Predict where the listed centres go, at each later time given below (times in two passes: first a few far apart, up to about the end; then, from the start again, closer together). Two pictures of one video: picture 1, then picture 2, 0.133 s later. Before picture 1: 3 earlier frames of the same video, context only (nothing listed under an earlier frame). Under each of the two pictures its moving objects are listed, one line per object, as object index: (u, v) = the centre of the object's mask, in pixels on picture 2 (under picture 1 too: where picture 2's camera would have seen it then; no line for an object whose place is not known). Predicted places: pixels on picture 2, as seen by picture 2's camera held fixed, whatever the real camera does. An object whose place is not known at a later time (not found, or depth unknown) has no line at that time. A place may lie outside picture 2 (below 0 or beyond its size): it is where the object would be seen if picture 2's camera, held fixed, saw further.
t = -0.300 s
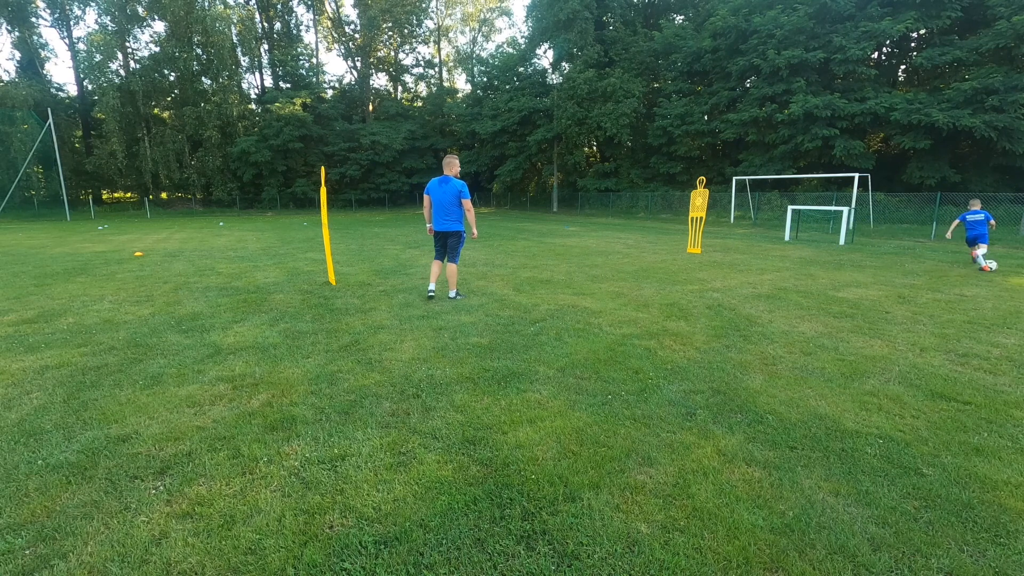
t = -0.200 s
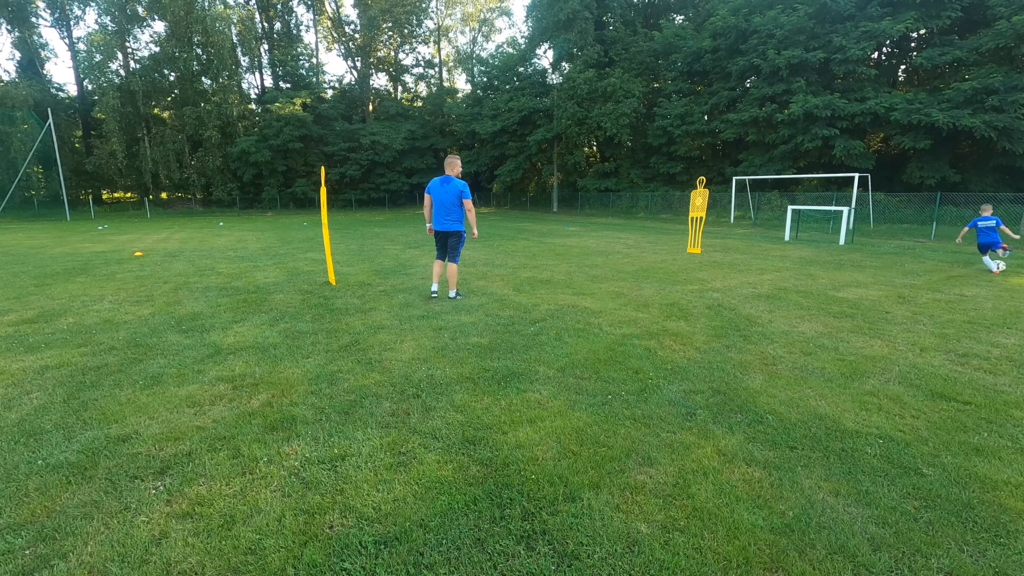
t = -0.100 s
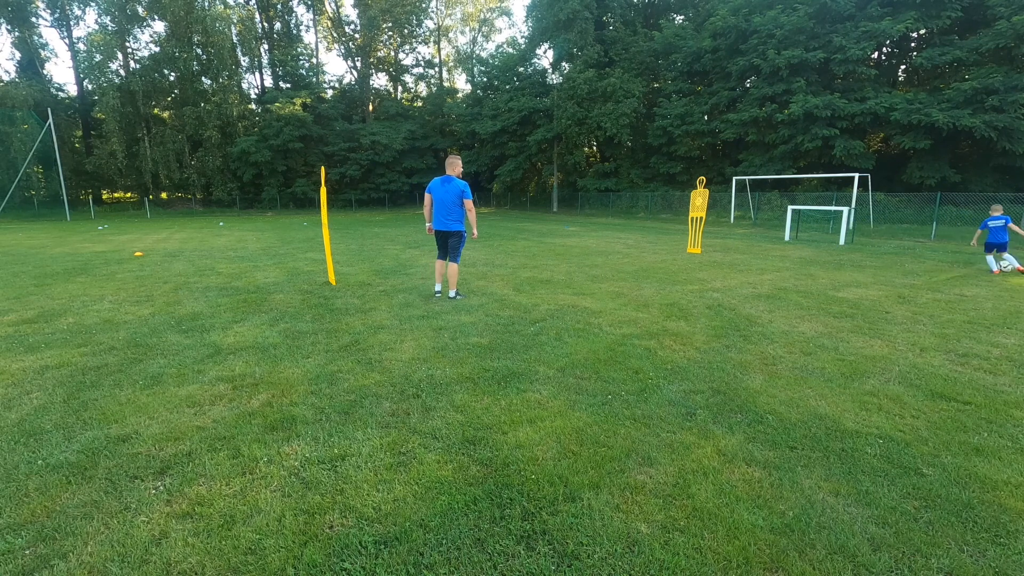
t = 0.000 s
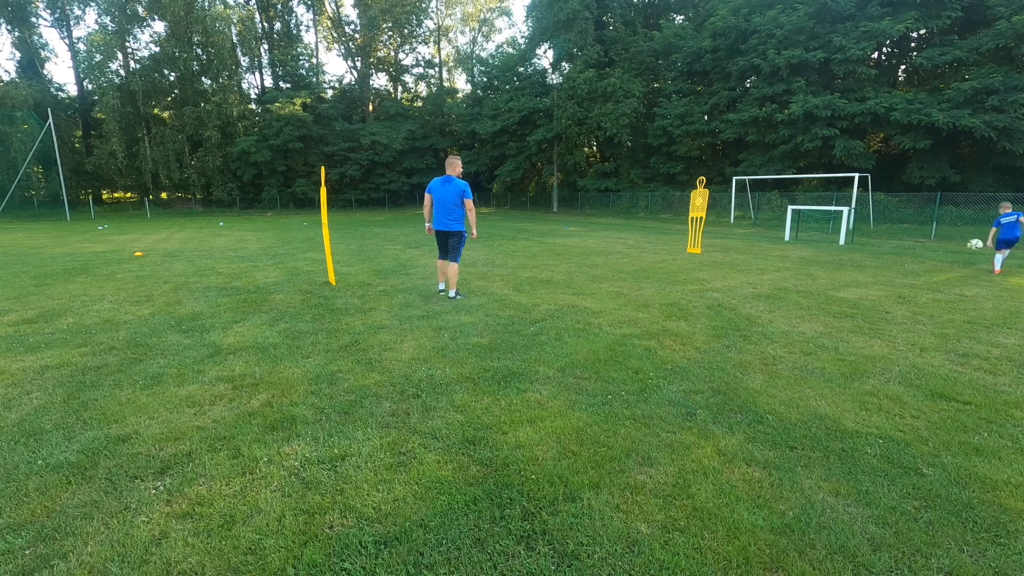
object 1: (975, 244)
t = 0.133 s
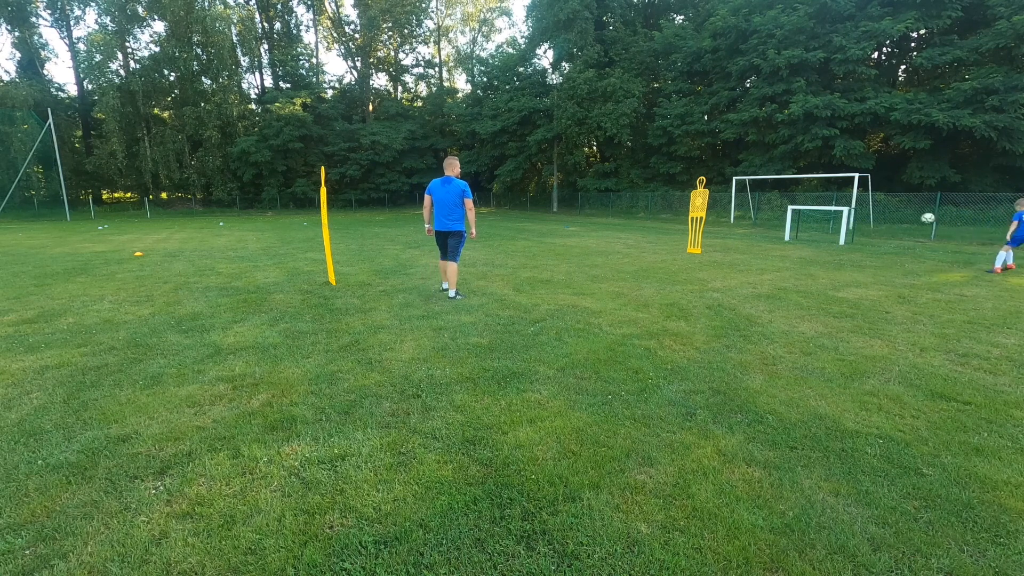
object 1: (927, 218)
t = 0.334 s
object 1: (873, 200)
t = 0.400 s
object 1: (859, 199)
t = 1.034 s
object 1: (773, 217)
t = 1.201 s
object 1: (768, 207)
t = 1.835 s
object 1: (742, 224)
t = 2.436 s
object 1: (715, 222)
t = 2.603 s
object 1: (710, 218)
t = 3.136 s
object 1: (693, 222)
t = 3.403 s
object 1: (684, 223)
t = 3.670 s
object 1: (677, 222)
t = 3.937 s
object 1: (670, 222)
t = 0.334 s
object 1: (873, 200)
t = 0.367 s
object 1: (865, 199)
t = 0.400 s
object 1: (859, 199)
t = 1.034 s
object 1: (773, 217)
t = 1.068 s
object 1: (772, 214)
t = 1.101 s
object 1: (771, 212)
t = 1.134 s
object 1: (770, 210)
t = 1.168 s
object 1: (769, 208)
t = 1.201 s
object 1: (768, 207)
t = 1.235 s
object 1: (767, 205)
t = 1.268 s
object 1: (766, 204)
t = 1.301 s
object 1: (765, 204)
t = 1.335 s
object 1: (763, 204)
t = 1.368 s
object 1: (762, 204)
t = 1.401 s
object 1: (761, 204)
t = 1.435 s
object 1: (760, 205)
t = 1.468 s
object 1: (758, 206)
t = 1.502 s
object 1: (757, 207)
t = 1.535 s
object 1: (756, 208)
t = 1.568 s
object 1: (754, 210)
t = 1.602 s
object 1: (753, 212)
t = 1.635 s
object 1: (751, 214)
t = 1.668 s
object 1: (750, 217)
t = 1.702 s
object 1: (749, 219)
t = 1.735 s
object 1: (747, 223)
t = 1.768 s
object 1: (745, 226)
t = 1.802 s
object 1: (744, 226)
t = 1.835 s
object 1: (742, 224)
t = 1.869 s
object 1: (741, 222)
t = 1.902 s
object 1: (739, 220)
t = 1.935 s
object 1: (738, 219)
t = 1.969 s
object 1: (736, 218)
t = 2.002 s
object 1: (735, 217)
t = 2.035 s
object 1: (733, 217)
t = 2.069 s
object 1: (731, 216)
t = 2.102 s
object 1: (729, 217)
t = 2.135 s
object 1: (727, 217)
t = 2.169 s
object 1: (726, 218)
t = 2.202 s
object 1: (724, 219)
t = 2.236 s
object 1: (723, 220)
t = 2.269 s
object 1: (721, 221)
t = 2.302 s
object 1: (719, 223)
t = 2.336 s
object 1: (717, 225)
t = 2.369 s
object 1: (716, 225)
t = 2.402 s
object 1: (716, 223)
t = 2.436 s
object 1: (715, 222)
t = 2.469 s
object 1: (714, 220)
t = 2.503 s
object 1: (713, 219)
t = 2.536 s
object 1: (712, 218)
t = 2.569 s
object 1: (711, 218)
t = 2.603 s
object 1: (710, 218)
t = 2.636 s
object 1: (709, 218)
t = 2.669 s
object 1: (708, 218)
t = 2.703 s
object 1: (707, 219)
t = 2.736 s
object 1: (707, 219)
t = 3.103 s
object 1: (694, 223)
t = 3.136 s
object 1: (693, 222)
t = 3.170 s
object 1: (692, 222)
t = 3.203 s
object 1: (691, 221)
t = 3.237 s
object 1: (689, 222)
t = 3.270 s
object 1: (687, 223)
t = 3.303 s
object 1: (687, 223)
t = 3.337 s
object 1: (686, 222)
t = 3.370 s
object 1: (685, 222)
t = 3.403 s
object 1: (684, 223)
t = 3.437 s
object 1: (683, 223)
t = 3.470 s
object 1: (681, 223)
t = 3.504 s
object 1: (681, 222)
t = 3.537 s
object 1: (680, 222)
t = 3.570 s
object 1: (679, 222)
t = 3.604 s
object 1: (678, 222)
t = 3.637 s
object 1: (677, 222)
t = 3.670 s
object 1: (677, 222)
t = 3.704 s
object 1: (675, 222)
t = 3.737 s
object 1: (675, 222)
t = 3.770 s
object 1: (674, 222)
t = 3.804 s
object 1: (673, 222)
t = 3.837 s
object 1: (673, 222)
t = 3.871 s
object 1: (672, 222)
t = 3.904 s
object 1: (671, 222)
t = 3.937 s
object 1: (670, 222)
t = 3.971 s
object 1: (670, 222)
